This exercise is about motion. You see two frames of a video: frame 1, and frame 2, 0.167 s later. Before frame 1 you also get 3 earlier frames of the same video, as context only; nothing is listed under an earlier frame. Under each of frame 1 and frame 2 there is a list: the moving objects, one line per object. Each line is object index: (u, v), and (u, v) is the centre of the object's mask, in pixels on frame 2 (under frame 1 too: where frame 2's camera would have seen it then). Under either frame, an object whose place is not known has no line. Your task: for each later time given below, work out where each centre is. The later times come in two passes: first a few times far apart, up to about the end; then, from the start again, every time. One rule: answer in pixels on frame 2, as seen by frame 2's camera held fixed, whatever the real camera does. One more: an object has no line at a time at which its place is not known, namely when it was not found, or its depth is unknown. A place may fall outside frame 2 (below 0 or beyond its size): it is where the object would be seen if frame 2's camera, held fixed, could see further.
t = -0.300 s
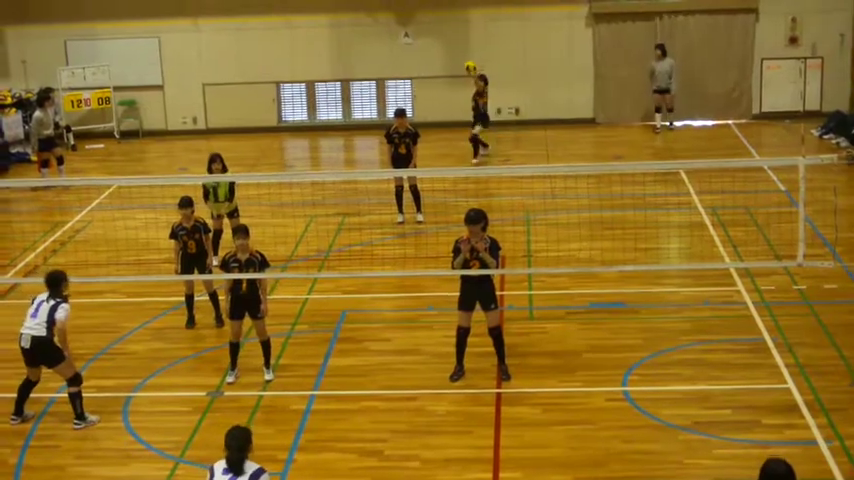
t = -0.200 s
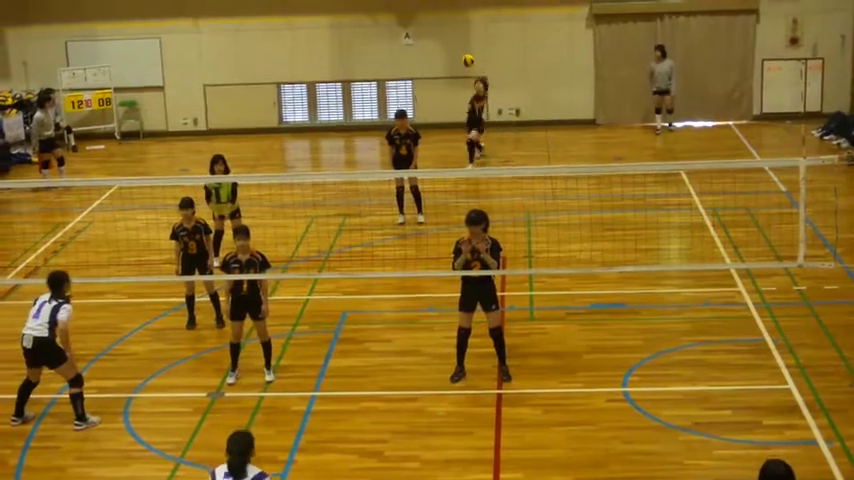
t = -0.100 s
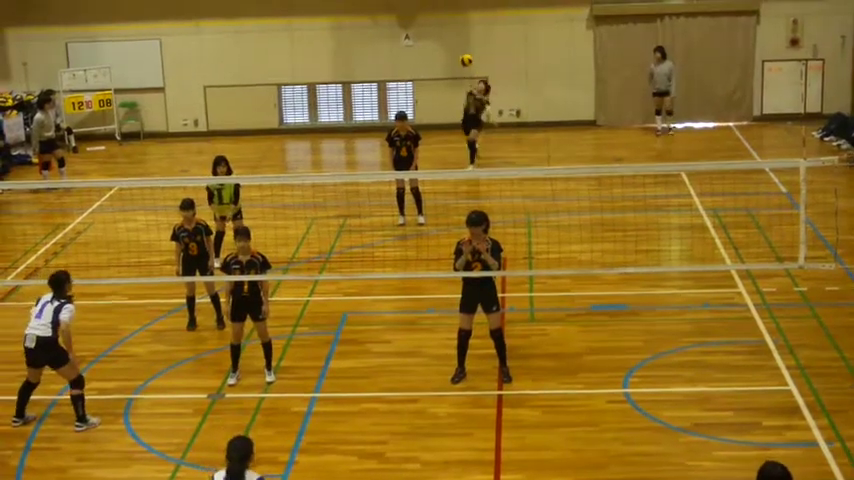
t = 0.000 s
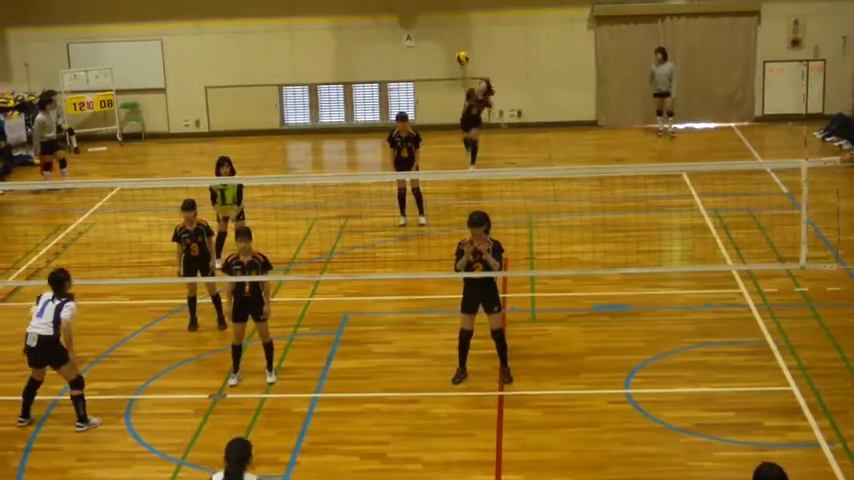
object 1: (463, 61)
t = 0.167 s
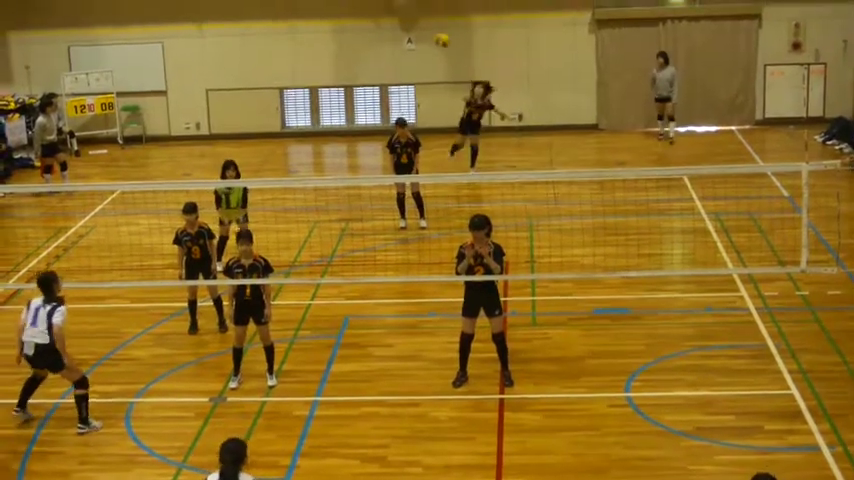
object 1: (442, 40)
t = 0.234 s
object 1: (432, 34)
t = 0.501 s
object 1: (381, 28)
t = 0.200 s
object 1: (436, 37)
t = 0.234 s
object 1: (432, 34)
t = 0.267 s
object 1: (426, 30)
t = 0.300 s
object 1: (419, 27)
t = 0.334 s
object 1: (413, 27)
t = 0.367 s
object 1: (408, 26)
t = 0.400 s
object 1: (403, 26)
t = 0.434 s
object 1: (397, 25)
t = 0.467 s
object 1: (389, 26)
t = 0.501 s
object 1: (381, 28)
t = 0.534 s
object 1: (374, 31)
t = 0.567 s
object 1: (365, 36)
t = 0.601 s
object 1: (358, 44)
